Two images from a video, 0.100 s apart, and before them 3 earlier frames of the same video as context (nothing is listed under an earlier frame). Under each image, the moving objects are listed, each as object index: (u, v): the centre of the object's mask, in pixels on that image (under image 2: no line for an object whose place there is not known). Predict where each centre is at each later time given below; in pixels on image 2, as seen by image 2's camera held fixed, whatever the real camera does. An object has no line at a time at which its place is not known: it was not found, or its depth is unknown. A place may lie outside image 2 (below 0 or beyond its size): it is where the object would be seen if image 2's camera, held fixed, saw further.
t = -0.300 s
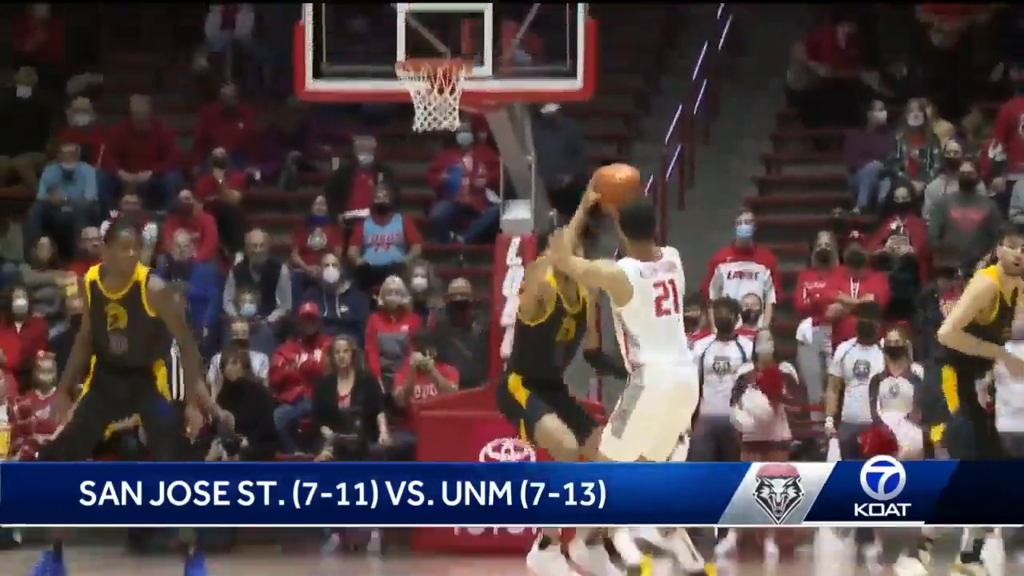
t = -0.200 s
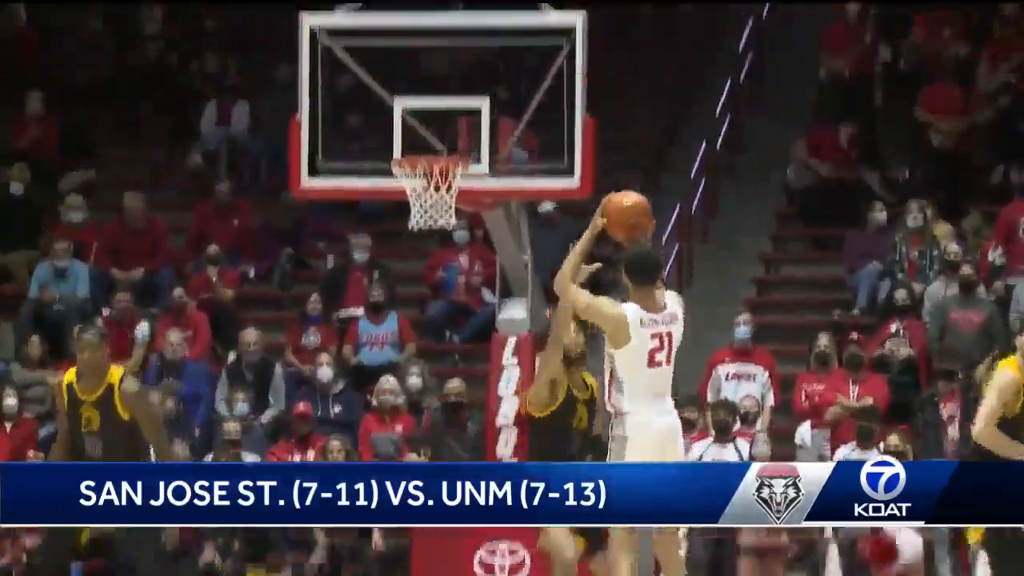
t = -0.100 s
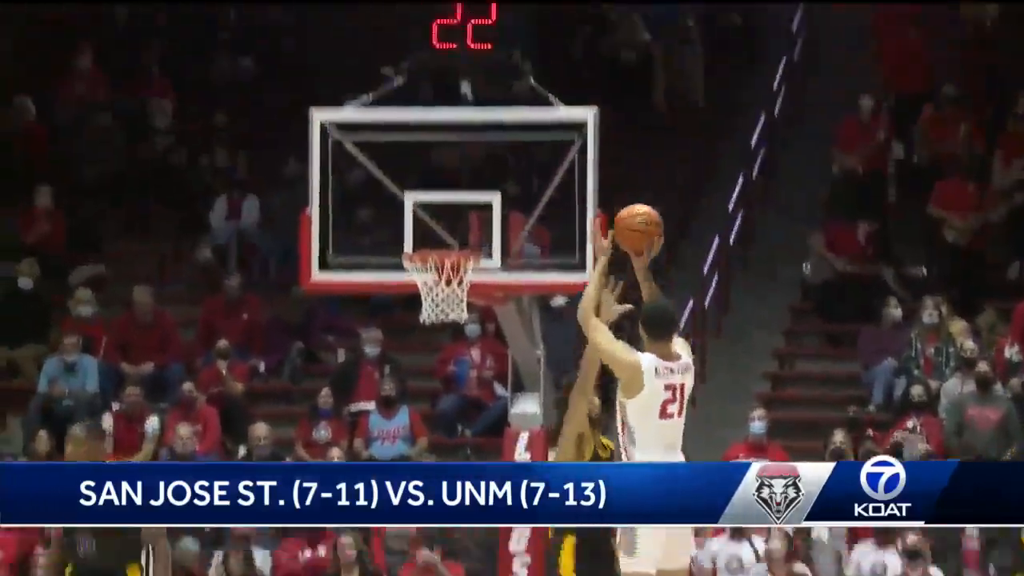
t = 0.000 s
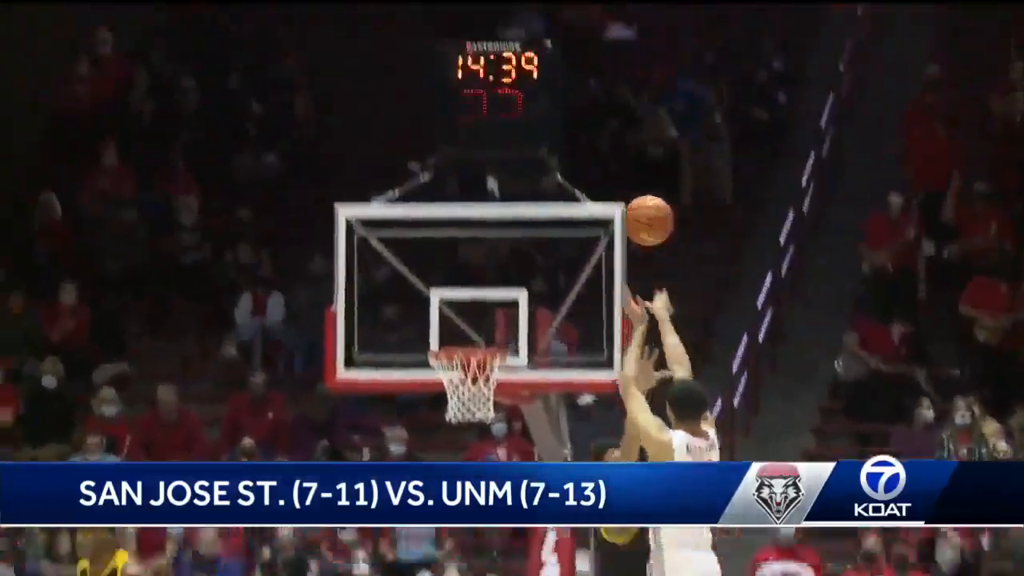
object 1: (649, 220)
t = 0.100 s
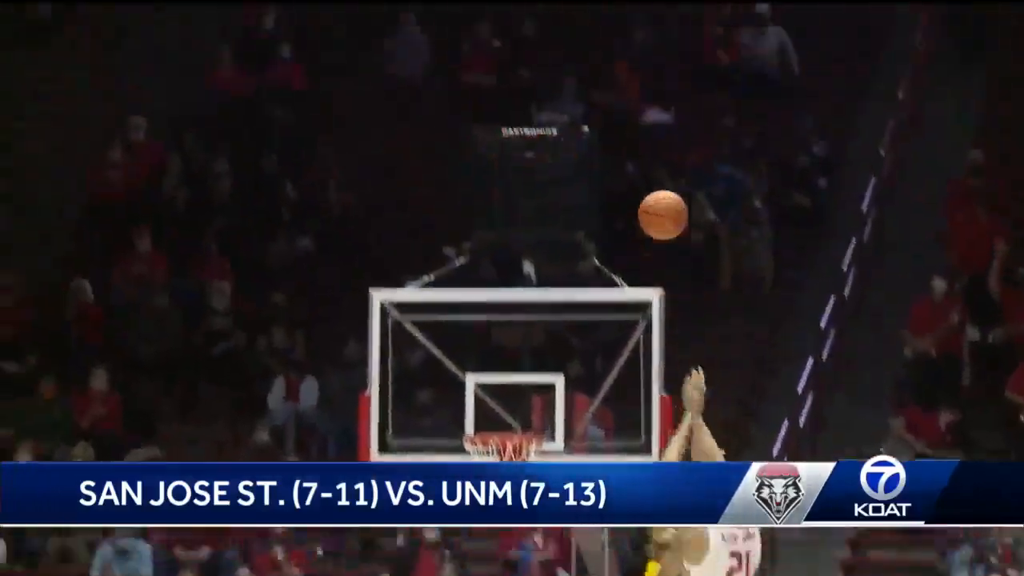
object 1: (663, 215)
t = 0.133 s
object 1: (655, 191)
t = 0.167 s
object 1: (649, 171)
